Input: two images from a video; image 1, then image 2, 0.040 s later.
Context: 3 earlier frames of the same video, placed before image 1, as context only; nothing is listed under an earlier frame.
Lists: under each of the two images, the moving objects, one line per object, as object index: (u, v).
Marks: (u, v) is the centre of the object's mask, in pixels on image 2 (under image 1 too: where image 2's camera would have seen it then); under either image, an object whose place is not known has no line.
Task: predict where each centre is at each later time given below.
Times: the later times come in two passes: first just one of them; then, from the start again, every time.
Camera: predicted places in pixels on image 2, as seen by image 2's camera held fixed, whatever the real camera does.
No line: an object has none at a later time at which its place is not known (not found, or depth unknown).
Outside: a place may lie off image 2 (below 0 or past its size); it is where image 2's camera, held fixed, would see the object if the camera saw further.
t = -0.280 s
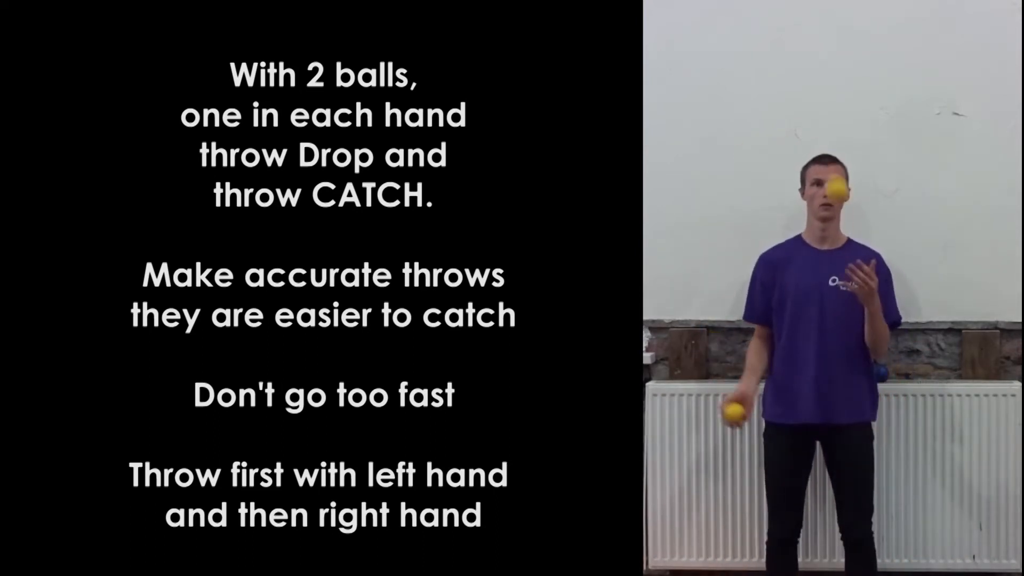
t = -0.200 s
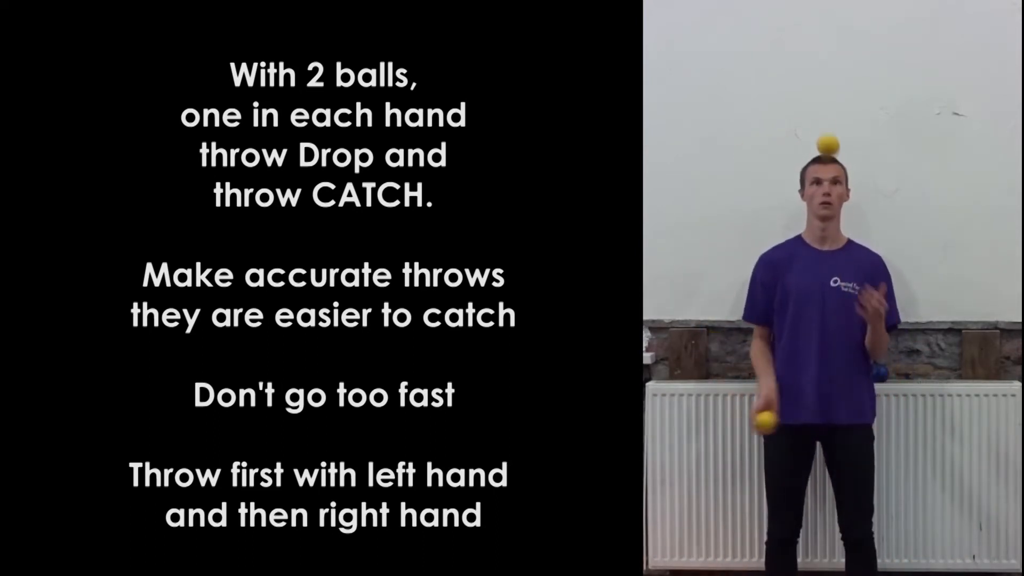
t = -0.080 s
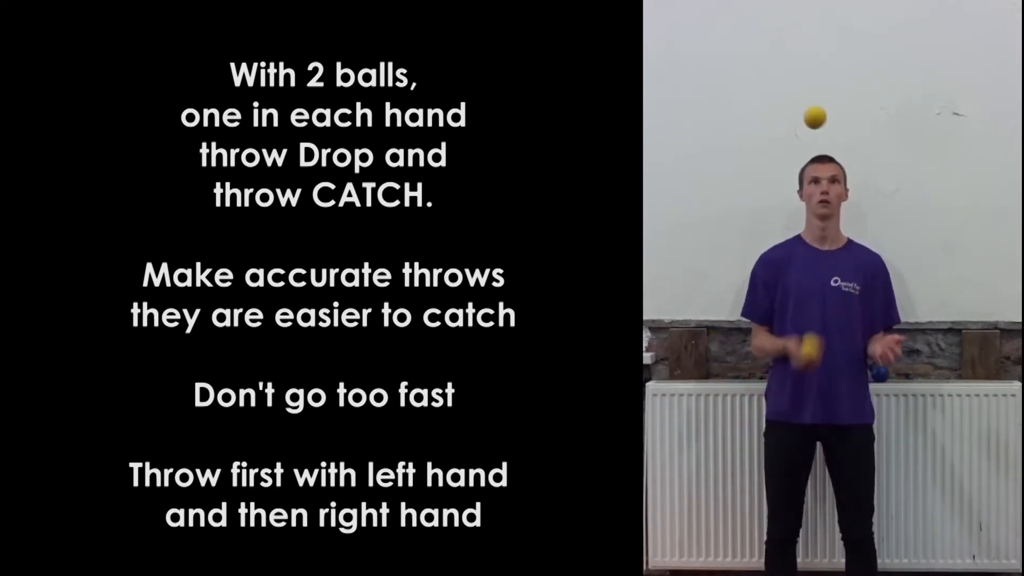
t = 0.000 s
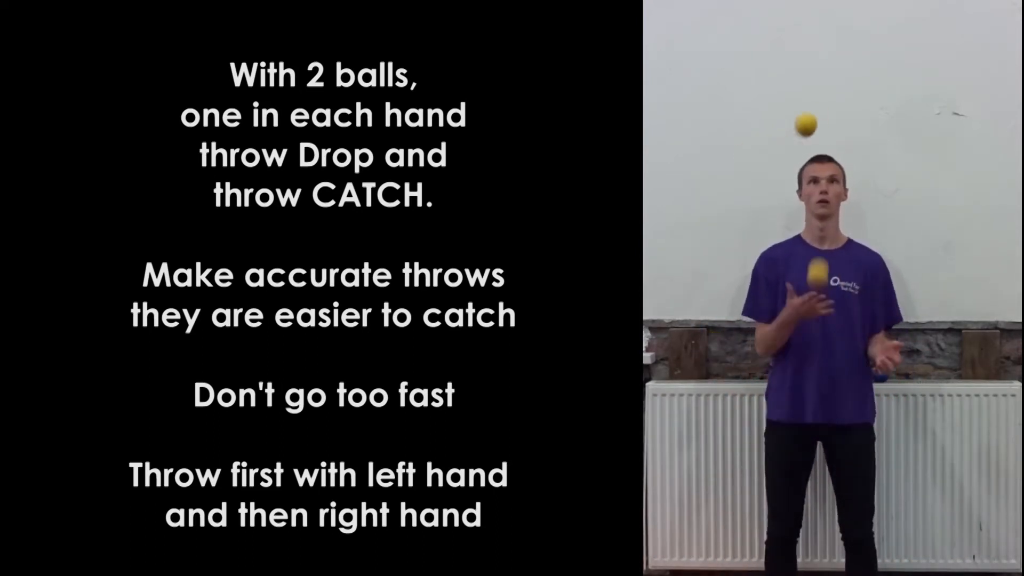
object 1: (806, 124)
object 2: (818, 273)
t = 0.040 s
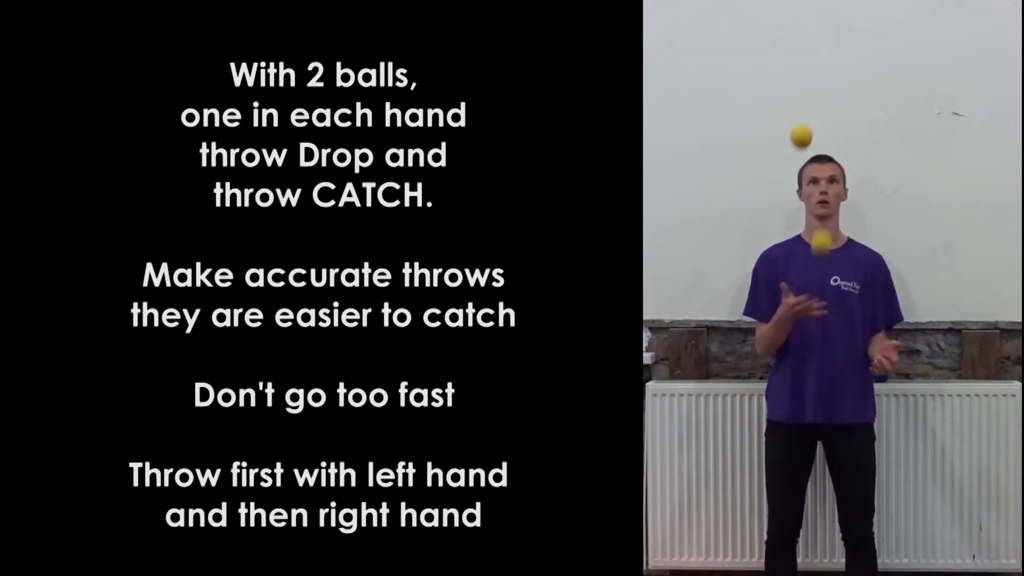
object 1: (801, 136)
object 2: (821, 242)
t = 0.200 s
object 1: (783, 244)
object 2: (837, 164)
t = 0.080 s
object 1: (796, 153)
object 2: (825, 214)
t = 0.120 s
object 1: (791, 178)
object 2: (829, 192)
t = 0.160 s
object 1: (788, 207)
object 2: (833, 176)
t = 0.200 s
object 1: (783, 244)
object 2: (837, 164)
